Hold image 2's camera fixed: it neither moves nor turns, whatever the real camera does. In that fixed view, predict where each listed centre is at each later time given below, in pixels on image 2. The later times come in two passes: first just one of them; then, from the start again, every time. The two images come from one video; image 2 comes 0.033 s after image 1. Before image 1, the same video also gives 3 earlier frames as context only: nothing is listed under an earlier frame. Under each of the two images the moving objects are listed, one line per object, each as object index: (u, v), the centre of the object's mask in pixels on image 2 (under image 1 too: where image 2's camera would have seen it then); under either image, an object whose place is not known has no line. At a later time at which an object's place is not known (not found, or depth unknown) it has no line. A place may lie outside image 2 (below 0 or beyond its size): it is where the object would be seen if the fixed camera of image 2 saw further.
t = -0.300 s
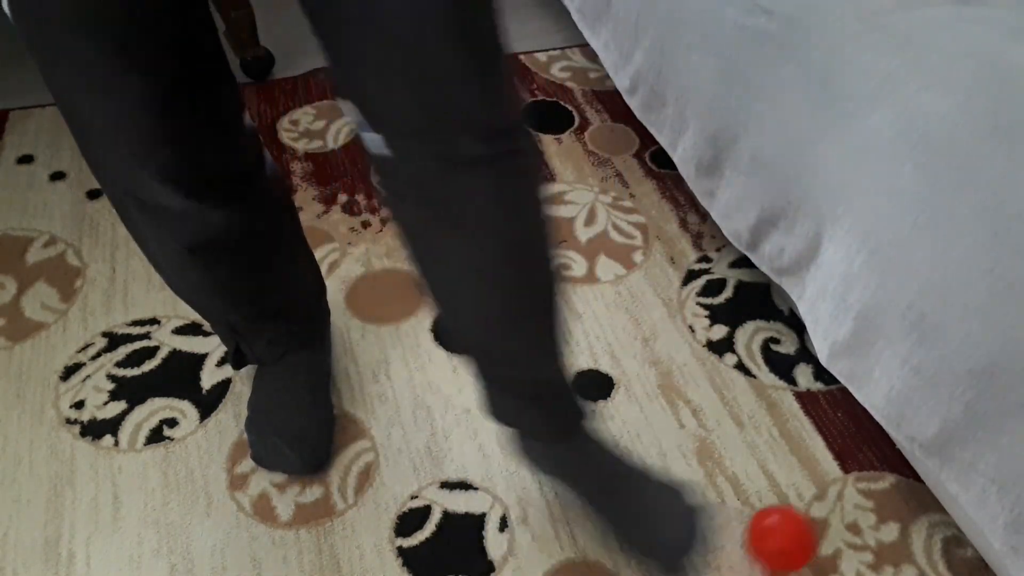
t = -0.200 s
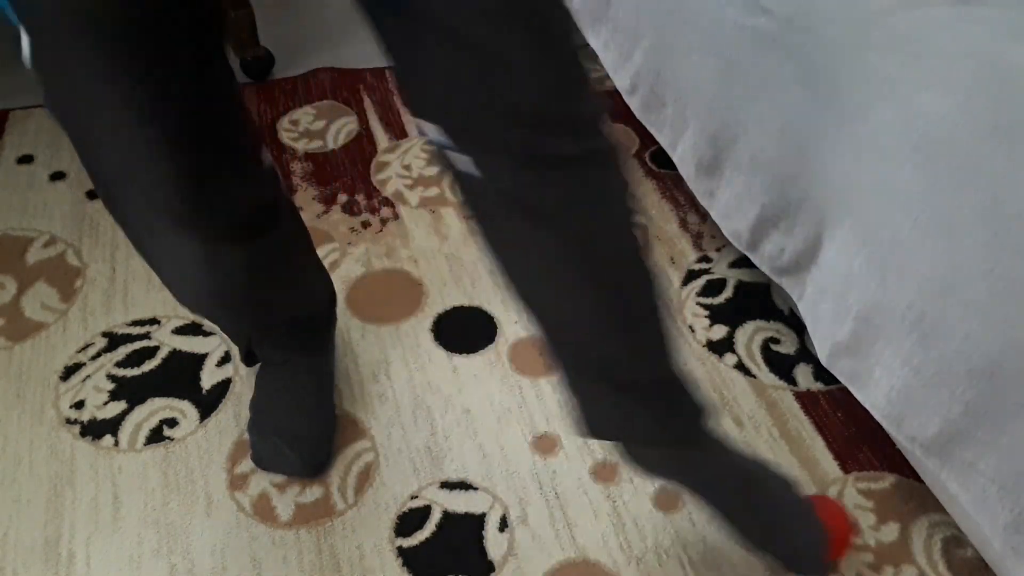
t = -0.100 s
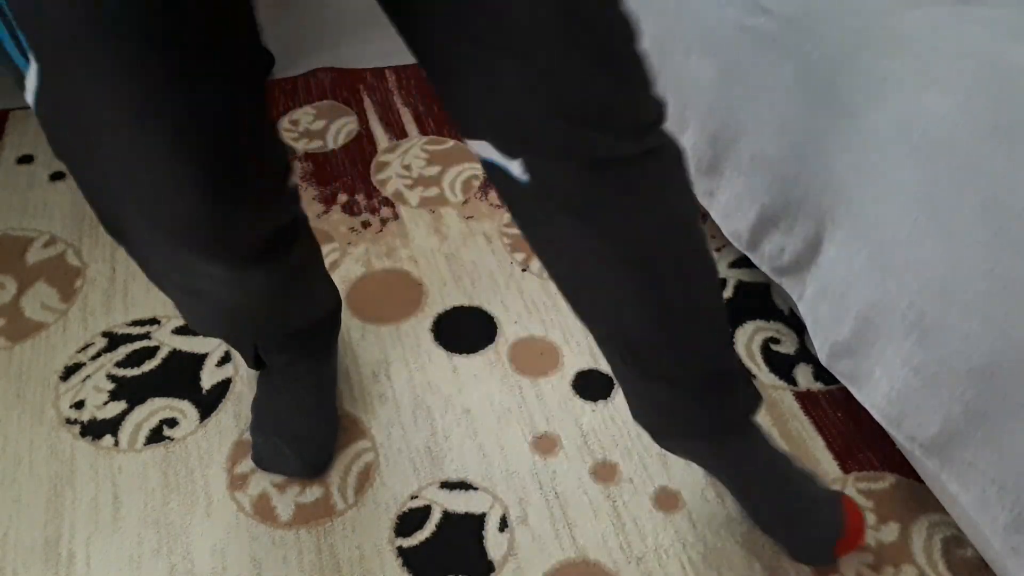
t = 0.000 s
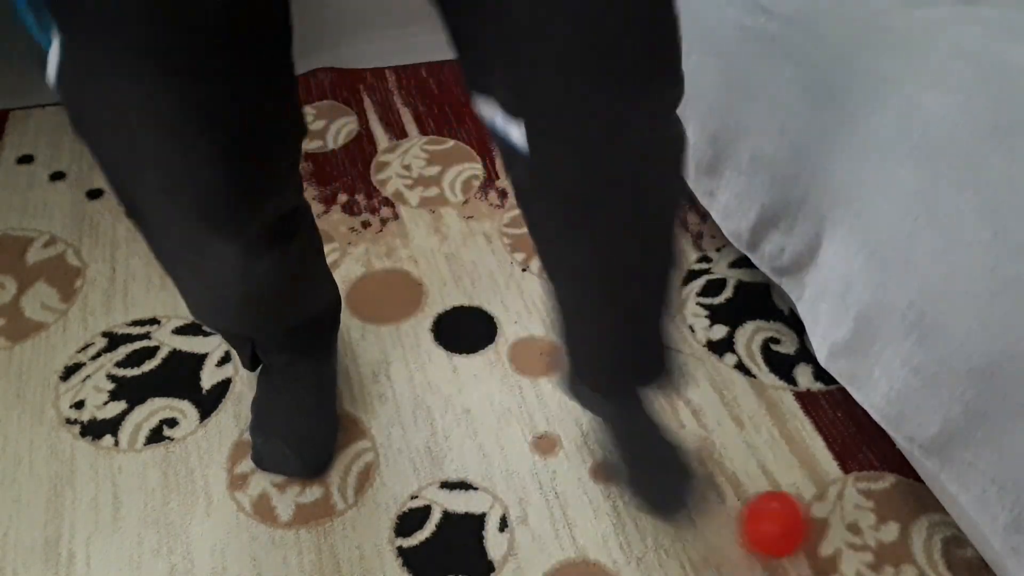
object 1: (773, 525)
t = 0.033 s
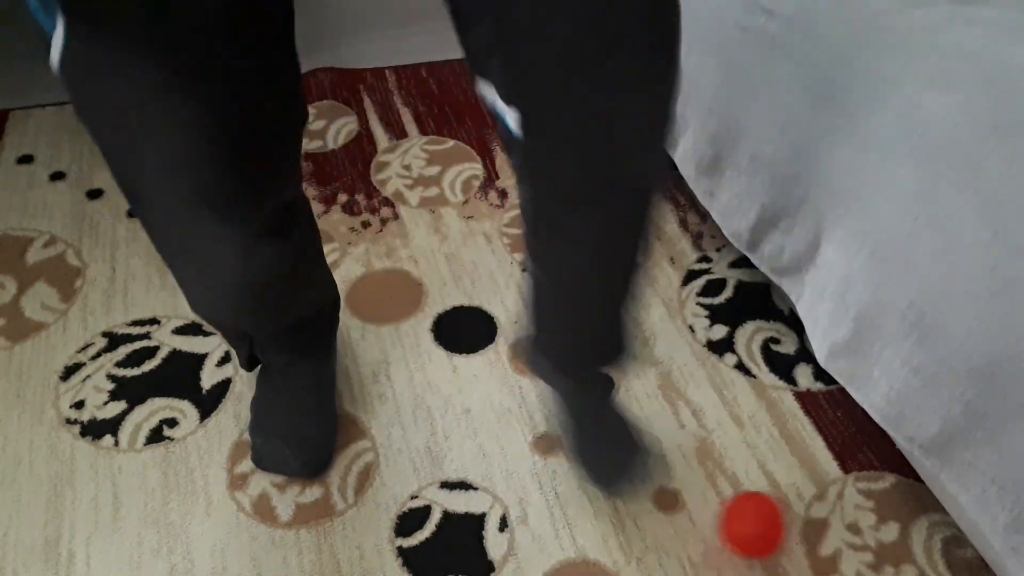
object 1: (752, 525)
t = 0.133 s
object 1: (690, 523)
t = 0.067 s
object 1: (732, 525)
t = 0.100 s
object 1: (711, 525)
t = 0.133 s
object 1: (690, 523)
